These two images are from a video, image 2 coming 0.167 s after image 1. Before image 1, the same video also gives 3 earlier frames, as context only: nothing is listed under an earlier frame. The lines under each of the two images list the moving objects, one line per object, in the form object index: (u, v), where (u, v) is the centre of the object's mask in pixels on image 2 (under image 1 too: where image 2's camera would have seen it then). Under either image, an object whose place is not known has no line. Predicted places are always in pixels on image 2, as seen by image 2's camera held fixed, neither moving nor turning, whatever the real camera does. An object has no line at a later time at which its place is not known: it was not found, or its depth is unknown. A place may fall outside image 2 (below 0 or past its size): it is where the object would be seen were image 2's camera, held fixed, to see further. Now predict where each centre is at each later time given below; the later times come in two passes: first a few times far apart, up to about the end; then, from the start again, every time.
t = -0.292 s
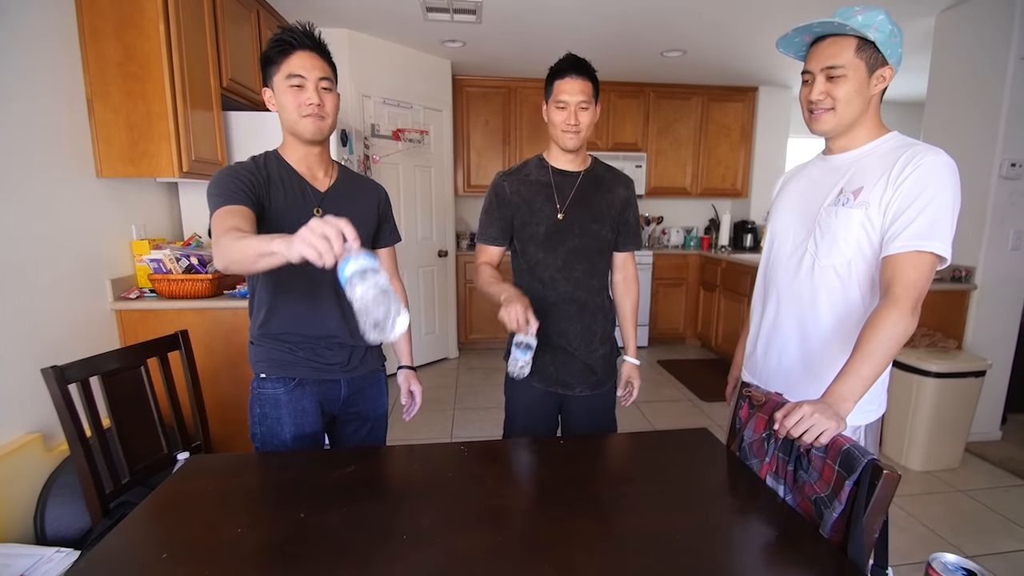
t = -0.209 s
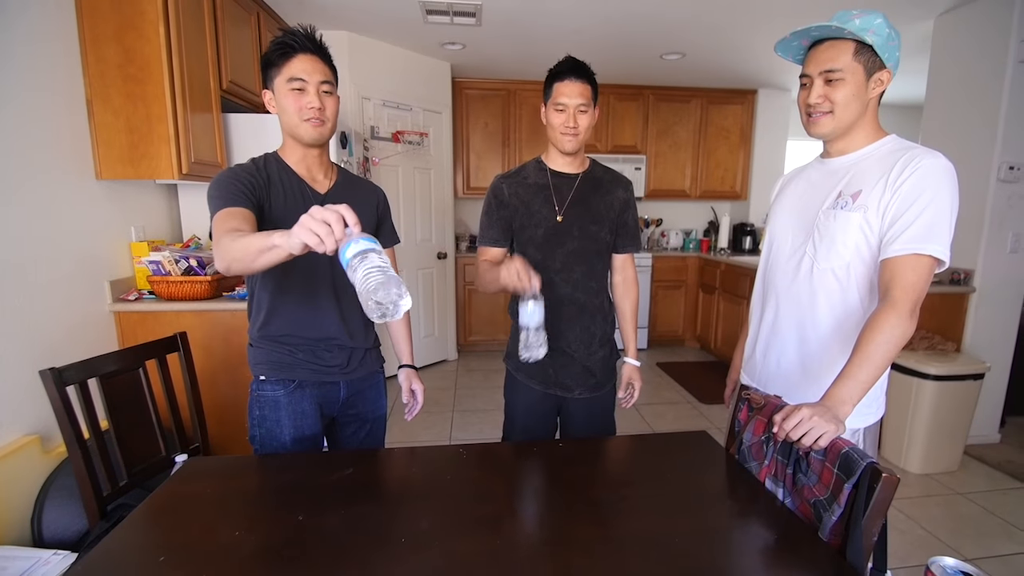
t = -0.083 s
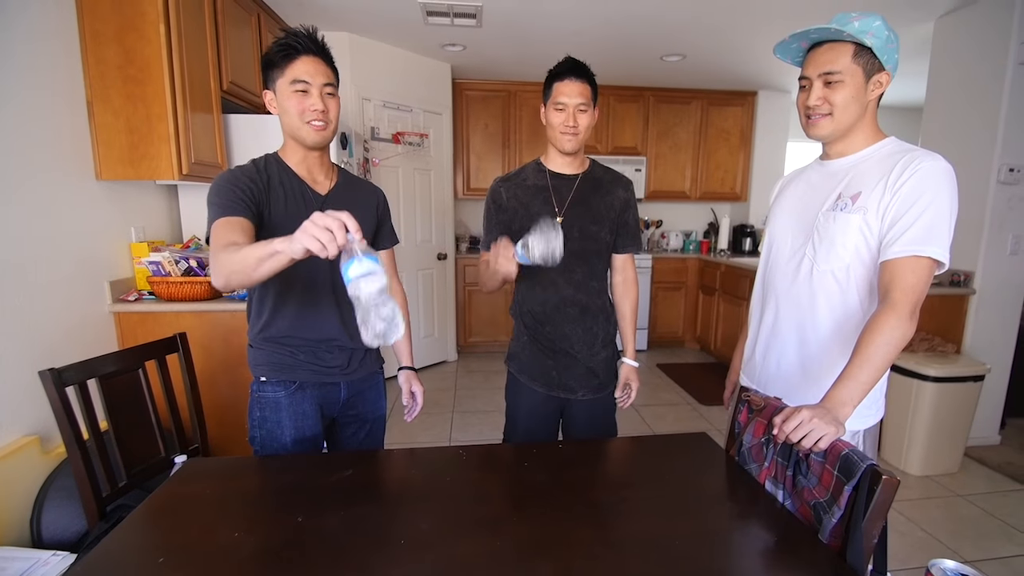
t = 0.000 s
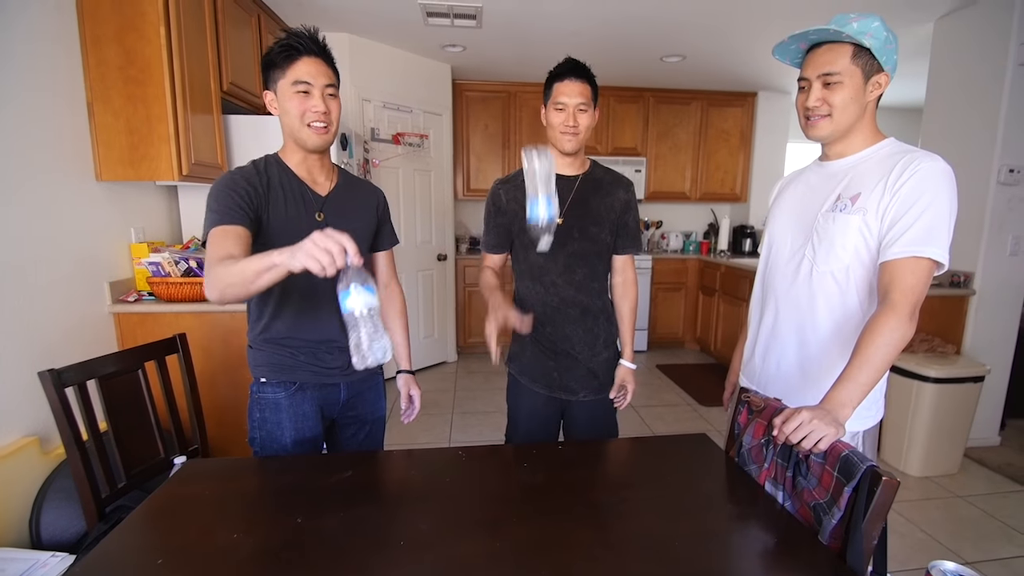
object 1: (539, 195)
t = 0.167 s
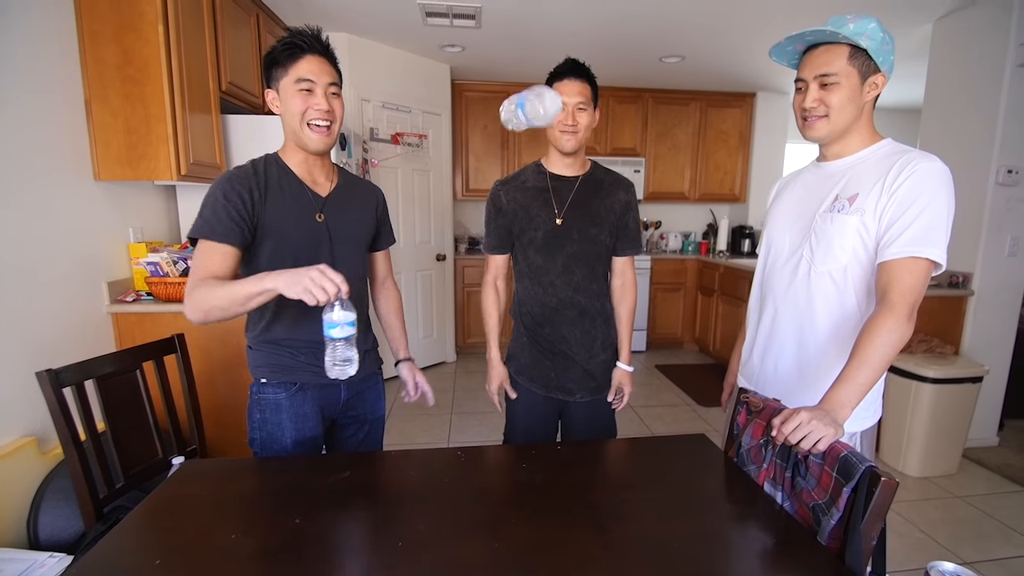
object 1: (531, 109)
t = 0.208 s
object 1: (525, 111)
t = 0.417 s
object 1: (496, 291)
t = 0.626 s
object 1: (478, 471)
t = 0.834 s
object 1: (479, 472)
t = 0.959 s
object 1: (479, 472)
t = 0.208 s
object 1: (525, 111)
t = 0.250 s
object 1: (520, 124)
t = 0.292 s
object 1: (514, 149)
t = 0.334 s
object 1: (508, 186)
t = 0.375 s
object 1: (503, 231)
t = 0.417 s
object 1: (496, 291)
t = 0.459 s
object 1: (490, 363)
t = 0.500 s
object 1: (486, 442)
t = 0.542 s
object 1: (481, 471)
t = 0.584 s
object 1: (480, 470)
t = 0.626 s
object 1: (478, 471)
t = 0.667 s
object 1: (478, 471)
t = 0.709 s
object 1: (478, 471)
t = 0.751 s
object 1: (479, 471)
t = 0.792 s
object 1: (479, 471)
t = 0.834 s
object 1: (479, 472)
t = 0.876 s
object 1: (479, 472)
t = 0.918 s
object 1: (479, 472)
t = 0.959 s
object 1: (479, 472)
